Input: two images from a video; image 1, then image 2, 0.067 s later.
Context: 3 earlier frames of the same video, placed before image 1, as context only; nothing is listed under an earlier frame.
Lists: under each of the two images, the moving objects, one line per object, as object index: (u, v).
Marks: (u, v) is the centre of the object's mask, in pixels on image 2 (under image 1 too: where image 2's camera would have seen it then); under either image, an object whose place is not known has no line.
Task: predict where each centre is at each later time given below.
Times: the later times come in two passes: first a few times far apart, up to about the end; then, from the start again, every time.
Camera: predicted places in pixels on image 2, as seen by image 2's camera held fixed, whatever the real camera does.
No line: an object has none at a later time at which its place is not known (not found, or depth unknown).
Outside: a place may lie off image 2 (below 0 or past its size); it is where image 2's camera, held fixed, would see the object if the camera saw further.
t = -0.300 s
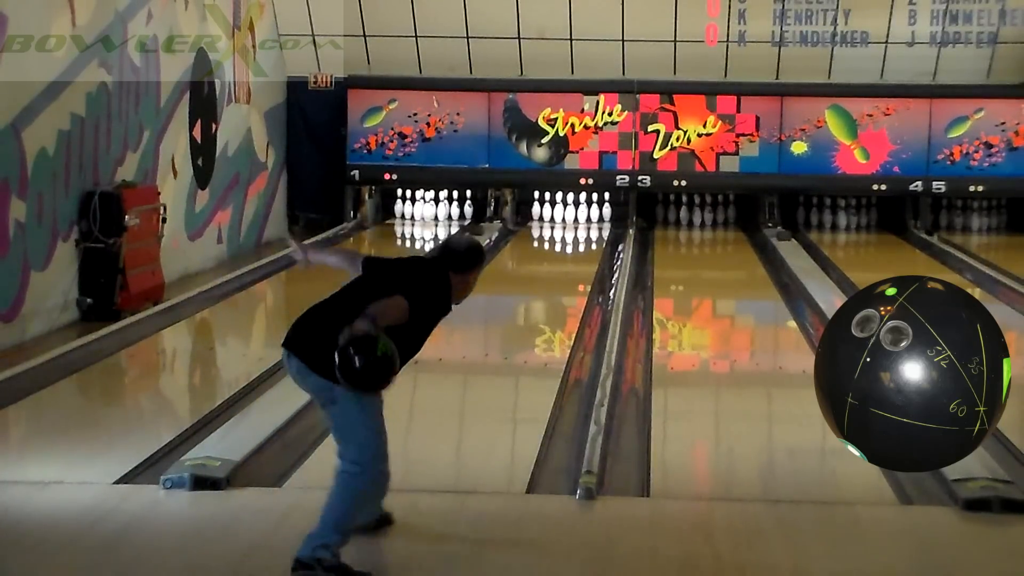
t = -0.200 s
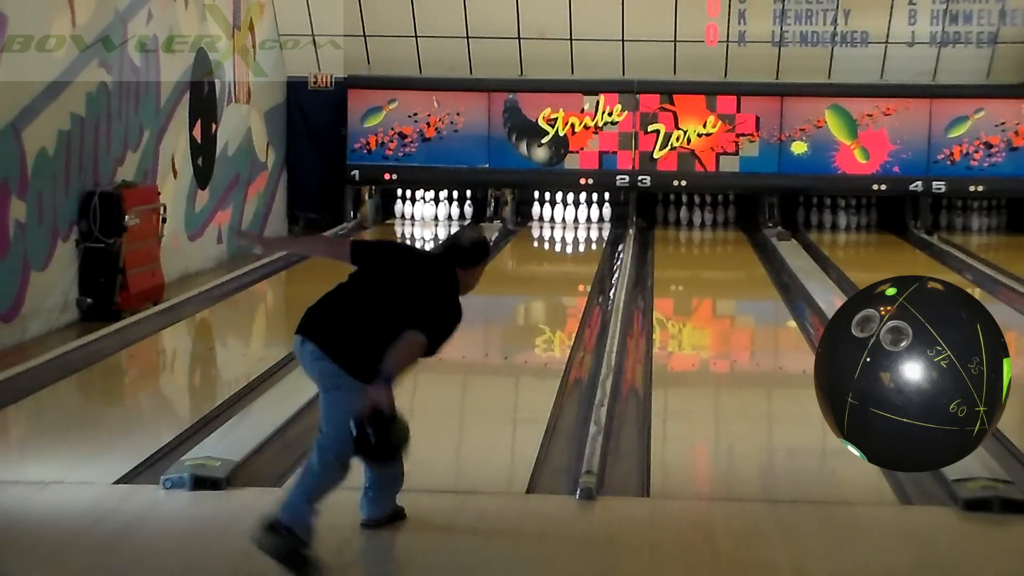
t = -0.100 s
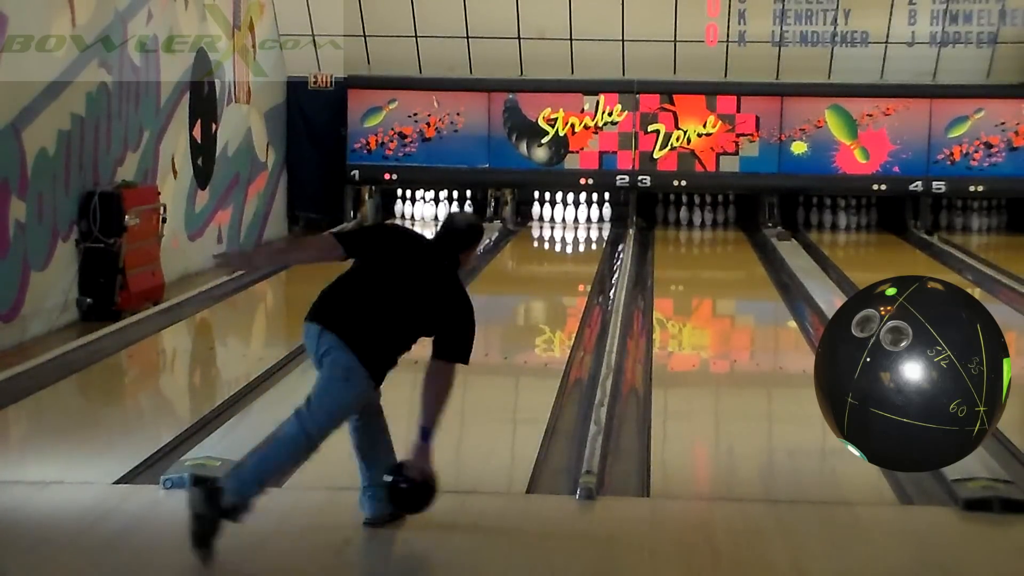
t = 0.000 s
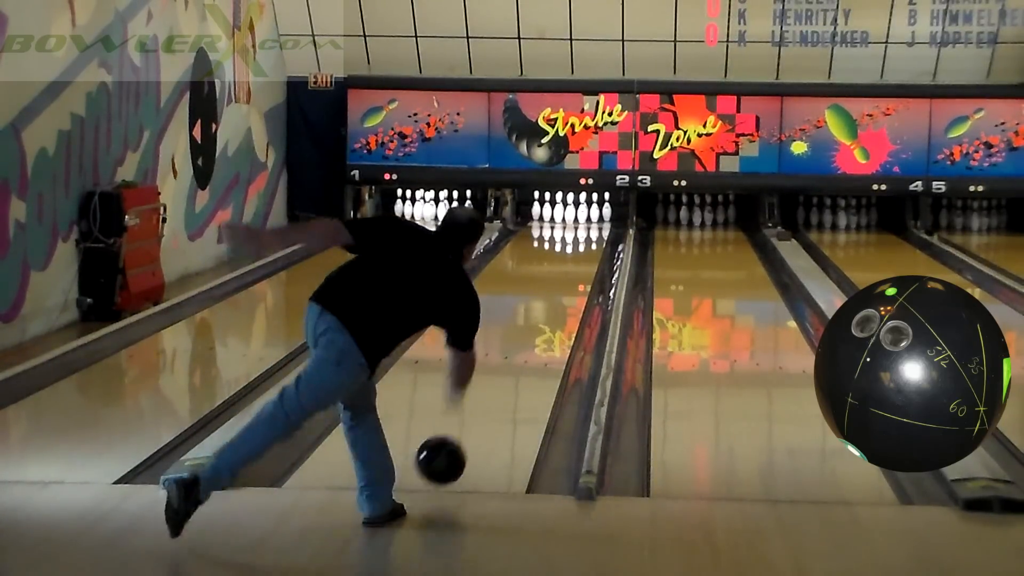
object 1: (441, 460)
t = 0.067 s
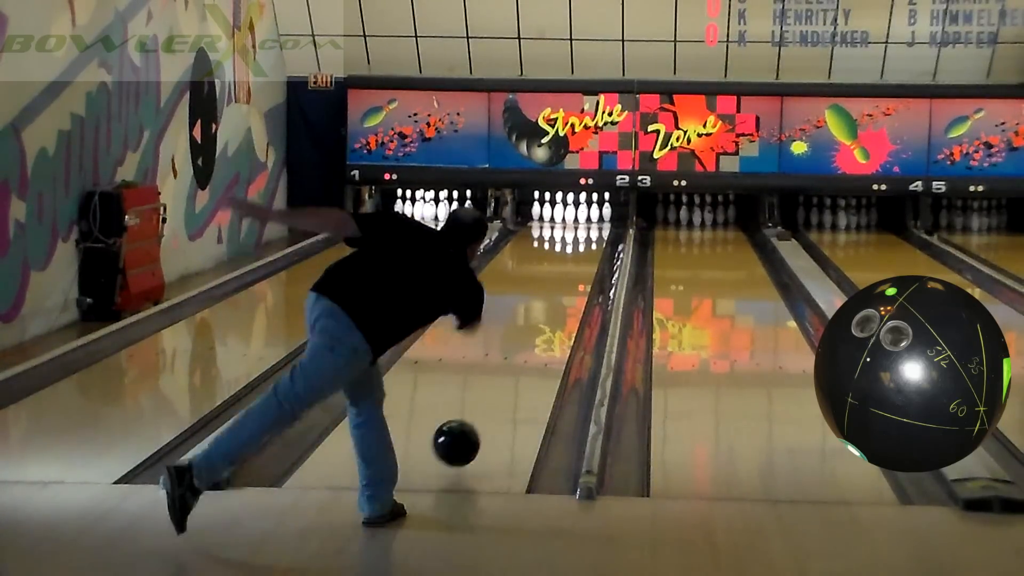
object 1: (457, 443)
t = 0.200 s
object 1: (482, 414)
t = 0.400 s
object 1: (512, 370)
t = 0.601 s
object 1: (533, 337)
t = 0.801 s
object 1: (550, 311)
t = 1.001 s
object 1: (562, 290)
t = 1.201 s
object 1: (570, 273)
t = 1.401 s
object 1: (576, 260)
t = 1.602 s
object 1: (581, 247)
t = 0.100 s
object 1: (463, 438)
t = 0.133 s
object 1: (470, 431)
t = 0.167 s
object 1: (476, 422)
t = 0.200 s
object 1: (482, 414)
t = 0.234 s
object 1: (488, 406)
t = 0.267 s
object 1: (493, 398)
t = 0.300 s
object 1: (498, 391)
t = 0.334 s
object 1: (503, 383)
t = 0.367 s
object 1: (508, 377)
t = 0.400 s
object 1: (512, 370)
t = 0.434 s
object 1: (516, 364)
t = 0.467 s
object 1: (520, 358)
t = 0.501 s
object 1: (523, 352)
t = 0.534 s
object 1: (527, 346)
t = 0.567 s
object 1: (530, 341)
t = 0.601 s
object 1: (533, 337)
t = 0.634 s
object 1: (536, 332)
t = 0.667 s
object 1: (539, 328)
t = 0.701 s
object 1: (542, 323)
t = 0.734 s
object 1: (545, 319)
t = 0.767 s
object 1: (547, 315)
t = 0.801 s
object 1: (550, 311)
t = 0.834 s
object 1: (552, 308)
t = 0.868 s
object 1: (554, 304)
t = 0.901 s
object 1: (556, 300)
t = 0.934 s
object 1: (558, 297)
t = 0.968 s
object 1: (560, 294)
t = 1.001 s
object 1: (562, 290)
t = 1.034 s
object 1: (563, 287)
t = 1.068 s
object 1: (565, 284)
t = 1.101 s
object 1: (566, 281)
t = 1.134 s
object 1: (568, 278)
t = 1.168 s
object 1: (569, 276)
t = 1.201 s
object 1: (570, 273)
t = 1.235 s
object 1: (572, 271)
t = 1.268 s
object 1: (572, 268)
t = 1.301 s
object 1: (574, 266)
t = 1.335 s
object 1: (575, 264)
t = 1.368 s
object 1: (576, 262)
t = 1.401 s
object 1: (576, 260)
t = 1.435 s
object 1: (577, 257)
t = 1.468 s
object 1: (578, 255)
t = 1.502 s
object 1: (579, 253)
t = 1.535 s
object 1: (580, 250)
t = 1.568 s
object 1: (580, 249)
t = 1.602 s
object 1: (581, 247)
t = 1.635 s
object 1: (581, 245)
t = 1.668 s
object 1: (582, 244)
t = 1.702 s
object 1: (582, 242)
